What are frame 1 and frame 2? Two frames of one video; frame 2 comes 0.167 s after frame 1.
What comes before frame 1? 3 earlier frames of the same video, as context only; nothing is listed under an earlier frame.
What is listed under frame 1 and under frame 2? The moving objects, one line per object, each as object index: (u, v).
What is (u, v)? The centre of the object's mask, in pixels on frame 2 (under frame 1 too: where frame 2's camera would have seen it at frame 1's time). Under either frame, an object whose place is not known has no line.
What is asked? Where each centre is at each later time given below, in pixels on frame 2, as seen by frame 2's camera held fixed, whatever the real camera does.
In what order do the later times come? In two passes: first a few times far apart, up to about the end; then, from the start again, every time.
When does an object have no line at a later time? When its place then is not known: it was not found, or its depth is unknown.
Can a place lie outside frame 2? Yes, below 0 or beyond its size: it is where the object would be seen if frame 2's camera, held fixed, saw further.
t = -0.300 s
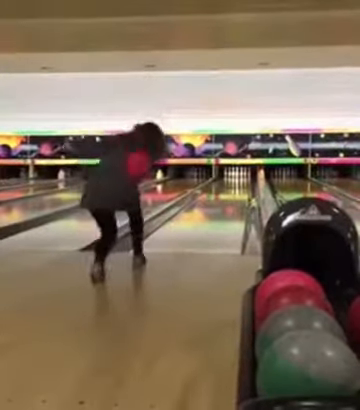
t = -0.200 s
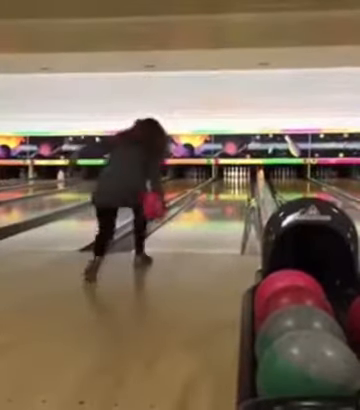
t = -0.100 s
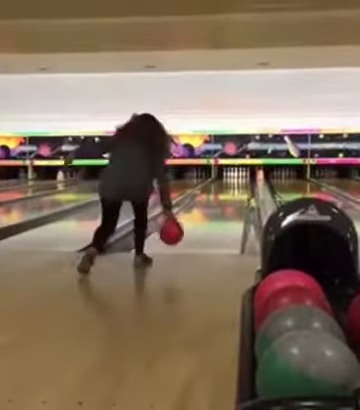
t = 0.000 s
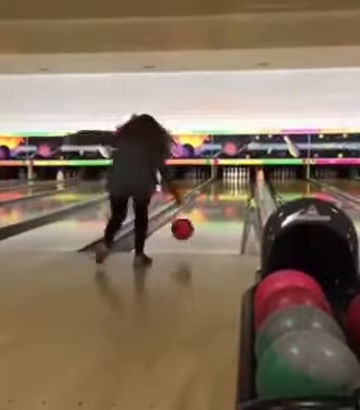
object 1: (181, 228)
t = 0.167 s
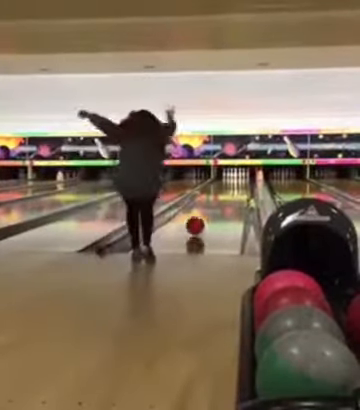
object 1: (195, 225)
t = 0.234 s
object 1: (199, 220)
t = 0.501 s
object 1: (211, 210)
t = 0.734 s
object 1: (216, 206)
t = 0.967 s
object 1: (224, 199)
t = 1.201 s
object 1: (227, 197)
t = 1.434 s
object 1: (228, 196)
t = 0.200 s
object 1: (197, 223)
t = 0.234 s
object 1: (199, 220)
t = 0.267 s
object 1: (201, 219)
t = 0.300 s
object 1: (202, 217)
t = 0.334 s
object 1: (204, 216)
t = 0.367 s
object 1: (206, 214)
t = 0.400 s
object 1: (207, 213)
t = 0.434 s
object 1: (208, 212)
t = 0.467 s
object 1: (209, 211)
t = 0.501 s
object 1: (211, 210)
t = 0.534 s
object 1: (211, 209)
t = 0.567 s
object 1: (212, 207)
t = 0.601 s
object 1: (213, 206)
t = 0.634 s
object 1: (213, 206)
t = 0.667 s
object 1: (214, 206)
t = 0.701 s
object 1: (216, 206)
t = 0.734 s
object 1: (216, 206)
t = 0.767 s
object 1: (217, 204)
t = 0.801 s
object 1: (219, 201)
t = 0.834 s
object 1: (219, 201)
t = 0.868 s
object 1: (219, 200)
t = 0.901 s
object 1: (219, 201)
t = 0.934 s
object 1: (222, 200)
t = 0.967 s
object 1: (224, 199)
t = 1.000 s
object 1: (224, 199)
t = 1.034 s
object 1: (224, 199)
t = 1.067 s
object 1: (224, 198)
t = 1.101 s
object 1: (225, 198)
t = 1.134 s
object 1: (227, 196)
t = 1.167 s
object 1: (226, 196)
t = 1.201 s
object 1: (227, 197)
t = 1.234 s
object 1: (228, 197)
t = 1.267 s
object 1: (228, 198)
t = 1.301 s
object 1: (228, 198)
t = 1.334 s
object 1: (228, 197)
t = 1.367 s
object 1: (228, 197)
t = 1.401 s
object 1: (228, 197)
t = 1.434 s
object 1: (228, 196)
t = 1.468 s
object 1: (228, 196)
